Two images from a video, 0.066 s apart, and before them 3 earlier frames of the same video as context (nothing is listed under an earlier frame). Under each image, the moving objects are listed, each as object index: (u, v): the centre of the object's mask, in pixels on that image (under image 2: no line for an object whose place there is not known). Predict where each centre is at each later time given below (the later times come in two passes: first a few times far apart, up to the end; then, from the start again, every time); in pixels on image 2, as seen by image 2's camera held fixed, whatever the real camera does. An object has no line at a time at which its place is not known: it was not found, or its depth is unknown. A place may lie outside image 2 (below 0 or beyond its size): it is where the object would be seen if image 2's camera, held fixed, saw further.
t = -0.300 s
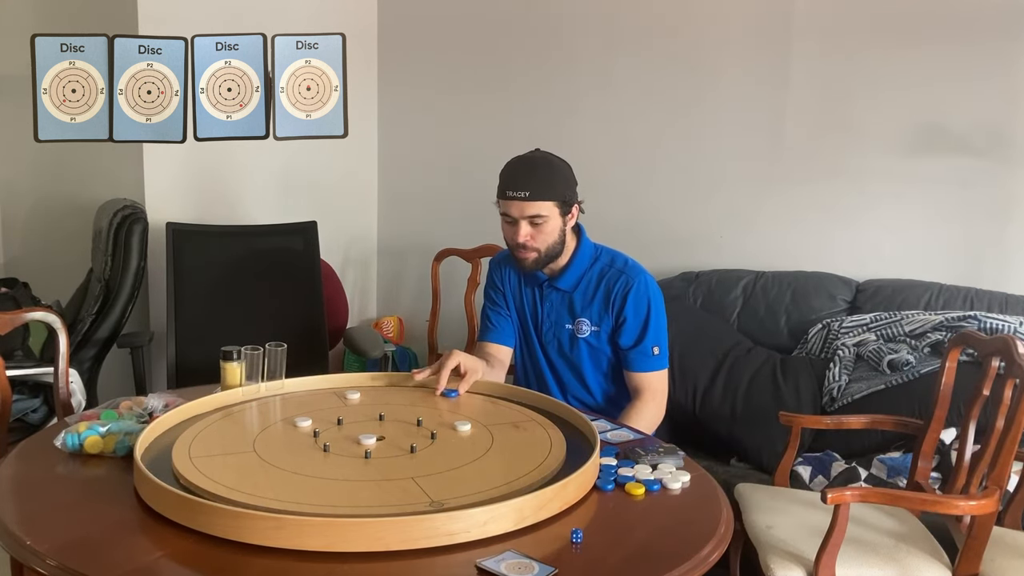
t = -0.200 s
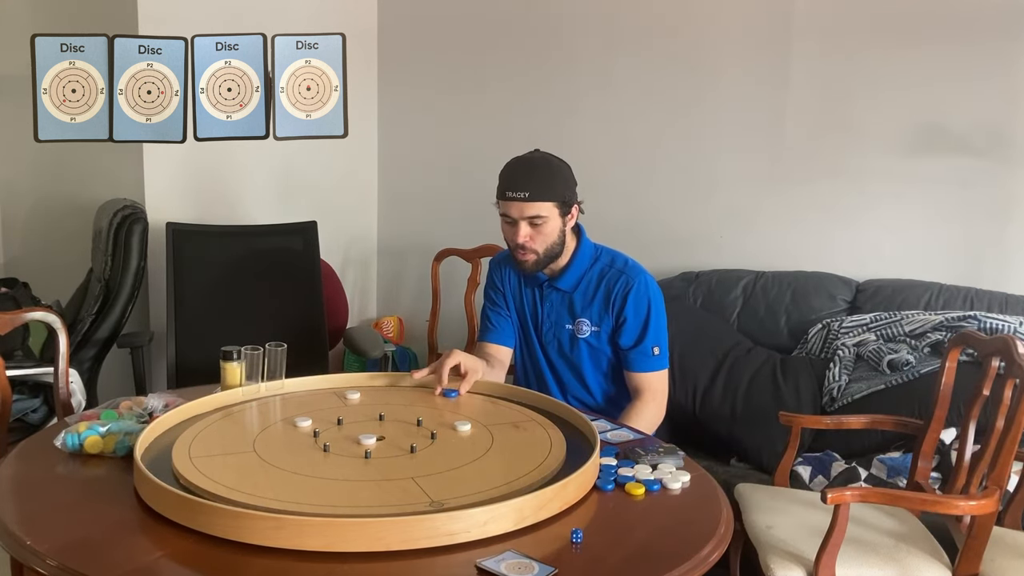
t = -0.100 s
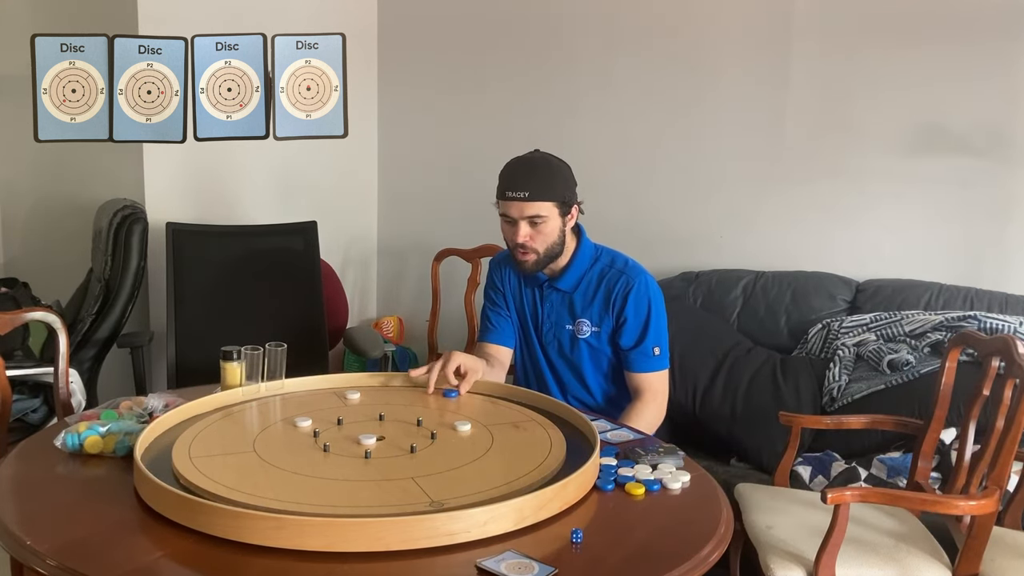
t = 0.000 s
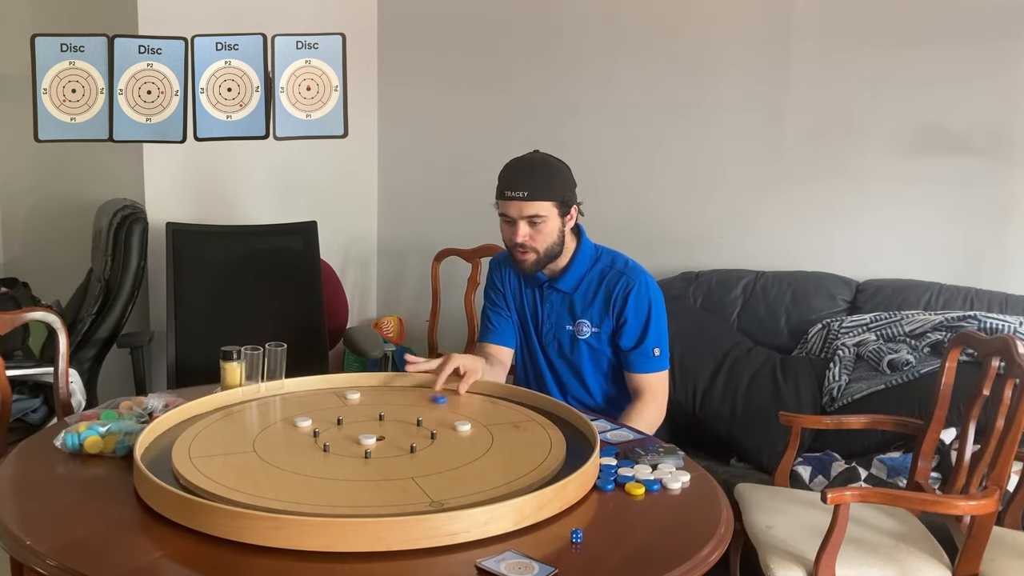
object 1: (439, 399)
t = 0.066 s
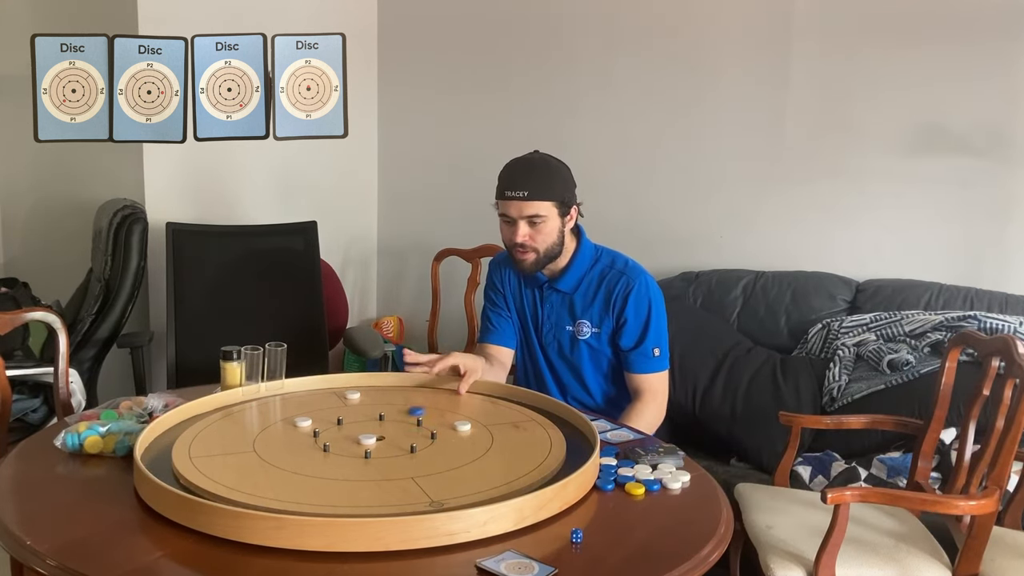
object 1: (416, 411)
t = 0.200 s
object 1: (369, 432)
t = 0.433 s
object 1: (347, 433)
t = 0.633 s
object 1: (347, 433)
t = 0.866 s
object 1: (347, 433)
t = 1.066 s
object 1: (347, 433)
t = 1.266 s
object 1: (347, 433)
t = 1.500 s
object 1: (347, 433)
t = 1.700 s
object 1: (347, 433)
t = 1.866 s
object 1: (347, 433)
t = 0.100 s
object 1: (404, 417)
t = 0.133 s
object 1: (392, 423)
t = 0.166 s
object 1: (380, 429)
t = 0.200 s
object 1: (369, 432)
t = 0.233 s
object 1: (362, 433)
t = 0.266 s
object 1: (357, 433)
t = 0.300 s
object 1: (353, 433)
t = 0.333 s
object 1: (349, 433)
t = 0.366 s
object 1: (348, 433)
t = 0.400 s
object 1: (347, 433)
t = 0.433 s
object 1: (347, 433)
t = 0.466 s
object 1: (347, 433)
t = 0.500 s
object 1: (347, 433)
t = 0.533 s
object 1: (347, 433)
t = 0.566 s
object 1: (347, 433)
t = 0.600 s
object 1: (347, 433)
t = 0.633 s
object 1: (347, 433)
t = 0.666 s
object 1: (347, 433)
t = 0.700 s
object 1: (347, 433)
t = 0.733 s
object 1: (347, 433)
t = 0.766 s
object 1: (347, 433)
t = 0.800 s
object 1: (347, 433)
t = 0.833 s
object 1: (347, 433)
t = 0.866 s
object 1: (347, 433)
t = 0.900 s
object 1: (347, 433)
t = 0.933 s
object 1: (347, 433)
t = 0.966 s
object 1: (347, 433)
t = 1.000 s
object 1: (347, 433)
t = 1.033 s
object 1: (347, 433)
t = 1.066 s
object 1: (347, 433)
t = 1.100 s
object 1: (347, 433)
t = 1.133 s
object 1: (347, 433)
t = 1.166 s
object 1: (347, 433)
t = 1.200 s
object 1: (347, 433)
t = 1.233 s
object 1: (347, 433)
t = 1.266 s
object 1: (347, 433)
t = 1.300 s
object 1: (347, 433)
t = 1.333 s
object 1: (347, 433)
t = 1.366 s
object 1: (347, 433)
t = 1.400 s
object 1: (347, 433)
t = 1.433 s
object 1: (347, 433)
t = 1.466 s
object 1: (347, 433)
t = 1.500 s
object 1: (347, 433)
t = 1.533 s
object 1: (347, 433)
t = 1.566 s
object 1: (347, 433)
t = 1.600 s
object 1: (347, 433)
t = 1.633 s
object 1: (347, 433)
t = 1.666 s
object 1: (347, 433)
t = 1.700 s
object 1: (347, 433)
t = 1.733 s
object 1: (347, 433)
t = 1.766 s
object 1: (347, 433)
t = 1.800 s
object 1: (347, 433)
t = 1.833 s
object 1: (347, 433)
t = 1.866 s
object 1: (347, 433)
